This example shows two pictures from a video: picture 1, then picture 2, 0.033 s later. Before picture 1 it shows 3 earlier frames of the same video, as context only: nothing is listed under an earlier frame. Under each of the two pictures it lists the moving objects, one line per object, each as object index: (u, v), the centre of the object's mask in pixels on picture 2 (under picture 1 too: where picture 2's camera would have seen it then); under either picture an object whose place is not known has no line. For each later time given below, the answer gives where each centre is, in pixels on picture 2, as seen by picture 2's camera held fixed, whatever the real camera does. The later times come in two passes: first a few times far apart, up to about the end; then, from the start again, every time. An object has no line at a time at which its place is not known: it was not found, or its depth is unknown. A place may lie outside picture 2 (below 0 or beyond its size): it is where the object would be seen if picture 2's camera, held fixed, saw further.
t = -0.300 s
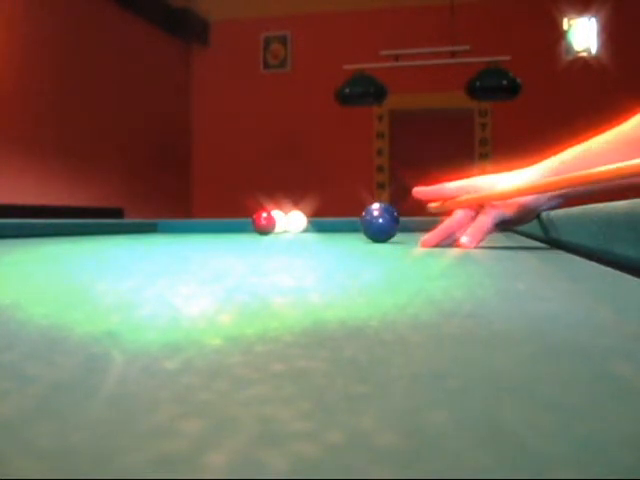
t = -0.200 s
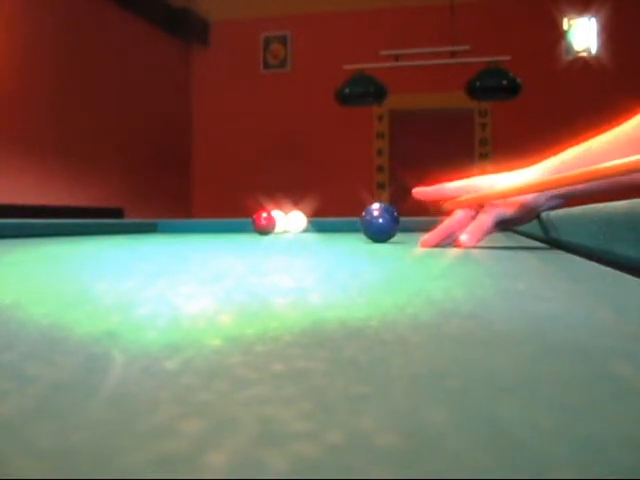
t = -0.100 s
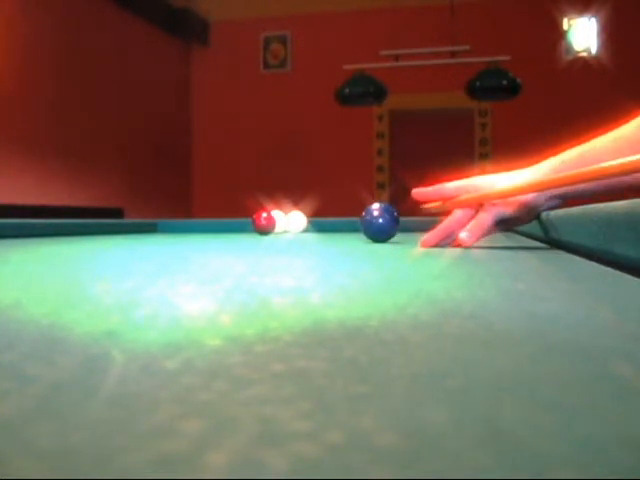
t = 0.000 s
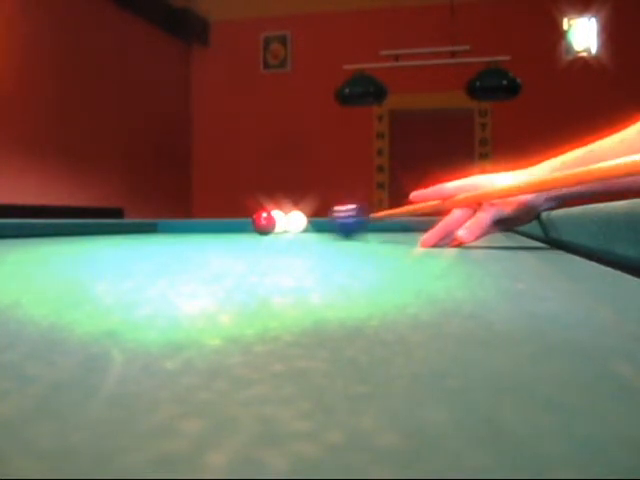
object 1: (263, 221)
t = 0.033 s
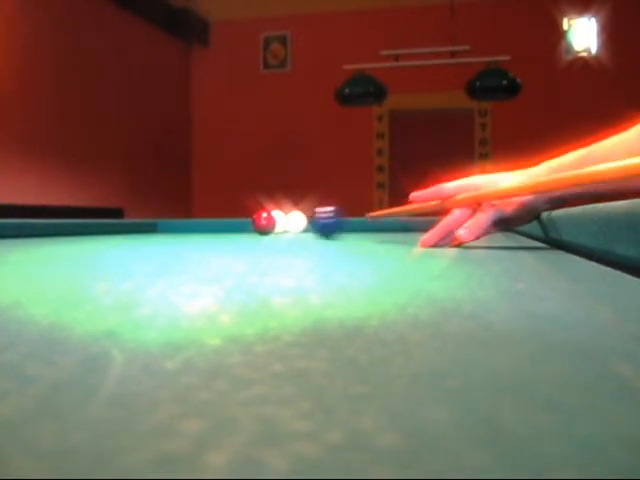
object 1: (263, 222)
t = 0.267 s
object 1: (237, 222)
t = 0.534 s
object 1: (164, 222)
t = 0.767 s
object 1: (100, 222)
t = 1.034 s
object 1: (78, 222)
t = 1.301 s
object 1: (49, 223)
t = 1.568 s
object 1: (12, 224)
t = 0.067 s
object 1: (263, 221)
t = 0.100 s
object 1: (263, 221)
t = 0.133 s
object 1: (262, 221)
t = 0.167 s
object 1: (256, 220)
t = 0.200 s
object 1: (251, 221)
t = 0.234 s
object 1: (245, 221)
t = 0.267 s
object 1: (237, 222)
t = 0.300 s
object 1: (230, 222)
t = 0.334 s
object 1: (224, 223)
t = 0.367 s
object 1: (218, 222)
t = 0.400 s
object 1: (208, 222)
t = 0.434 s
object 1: (197, 223)
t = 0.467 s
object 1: (186, 223)
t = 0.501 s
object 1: (176, 223)
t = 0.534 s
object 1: (164, 222)
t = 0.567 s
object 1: (153, 223)
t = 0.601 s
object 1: (144, 223)
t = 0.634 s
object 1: (132, 223)
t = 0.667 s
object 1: (120, 222)
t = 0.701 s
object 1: (108, 222)
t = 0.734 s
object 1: (102, 222)
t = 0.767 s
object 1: (100, 222)
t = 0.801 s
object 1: (98, 222)
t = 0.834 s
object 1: (96, 222)
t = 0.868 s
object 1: (93, 222)
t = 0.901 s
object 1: (90, 222)
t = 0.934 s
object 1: (87, 222)
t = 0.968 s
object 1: (84, 223)
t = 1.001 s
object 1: (81, 222)
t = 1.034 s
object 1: (78, 222)
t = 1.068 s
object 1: (75, 223)
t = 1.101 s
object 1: (72, 223)
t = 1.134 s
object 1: (68, 223)
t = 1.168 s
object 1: (65, 223)
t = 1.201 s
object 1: (61, 223)
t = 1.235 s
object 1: (57, 223)
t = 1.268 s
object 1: (53, 223)
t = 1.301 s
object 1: (49, 223)
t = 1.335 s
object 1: (44, 223)
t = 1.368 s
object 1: (40, 223)
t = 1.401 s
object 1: (35, 223)
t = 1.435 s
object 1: (30, 223)
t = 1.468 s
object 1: (25, 223)
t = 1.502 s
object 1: (19, 223)
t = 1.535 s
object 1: (15, 223)
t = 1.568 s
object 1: (12, 224)
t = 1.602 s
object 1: (10, 224)
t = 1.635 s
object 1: (7, 224)
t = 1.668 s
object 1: (4, 223)
